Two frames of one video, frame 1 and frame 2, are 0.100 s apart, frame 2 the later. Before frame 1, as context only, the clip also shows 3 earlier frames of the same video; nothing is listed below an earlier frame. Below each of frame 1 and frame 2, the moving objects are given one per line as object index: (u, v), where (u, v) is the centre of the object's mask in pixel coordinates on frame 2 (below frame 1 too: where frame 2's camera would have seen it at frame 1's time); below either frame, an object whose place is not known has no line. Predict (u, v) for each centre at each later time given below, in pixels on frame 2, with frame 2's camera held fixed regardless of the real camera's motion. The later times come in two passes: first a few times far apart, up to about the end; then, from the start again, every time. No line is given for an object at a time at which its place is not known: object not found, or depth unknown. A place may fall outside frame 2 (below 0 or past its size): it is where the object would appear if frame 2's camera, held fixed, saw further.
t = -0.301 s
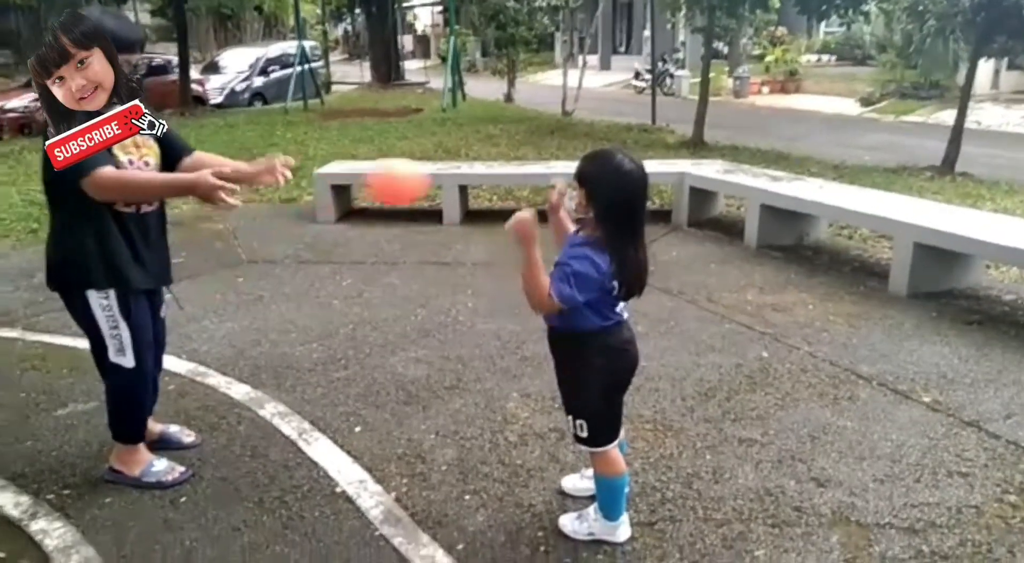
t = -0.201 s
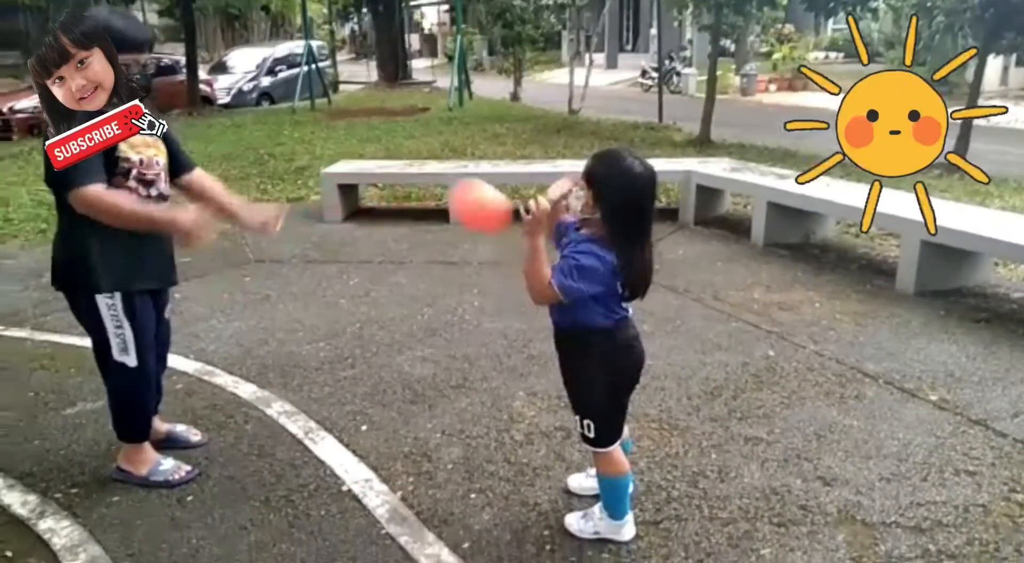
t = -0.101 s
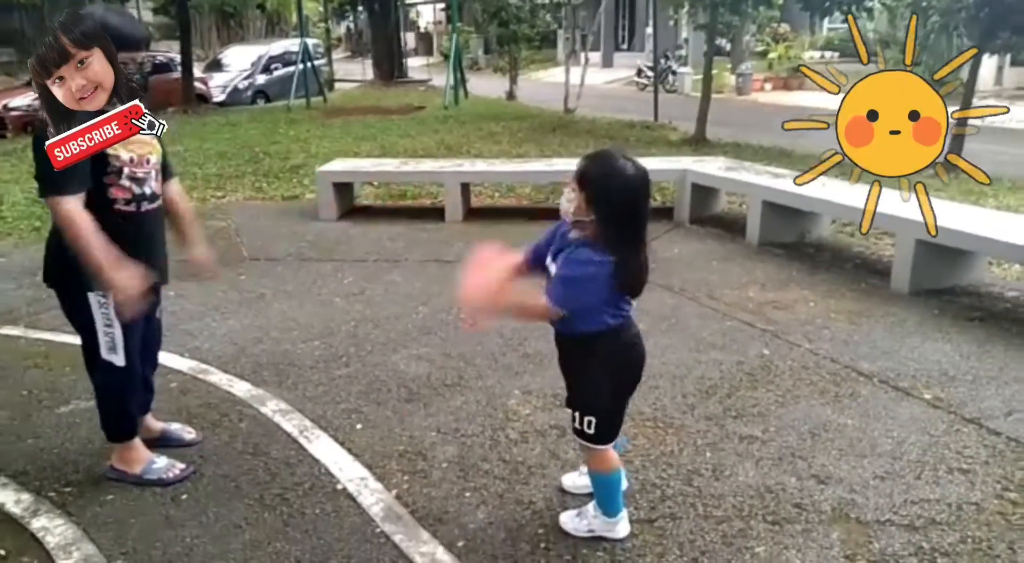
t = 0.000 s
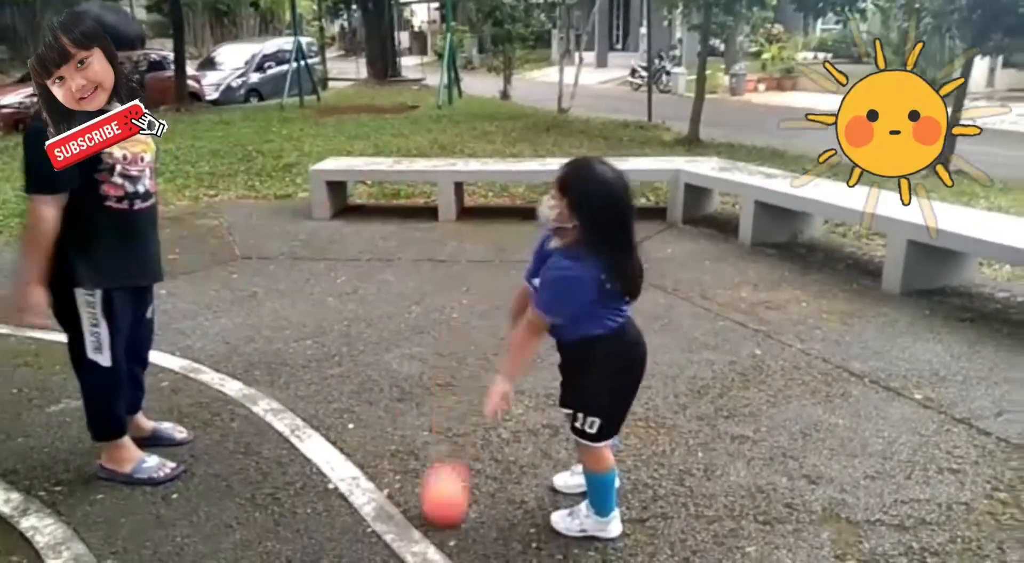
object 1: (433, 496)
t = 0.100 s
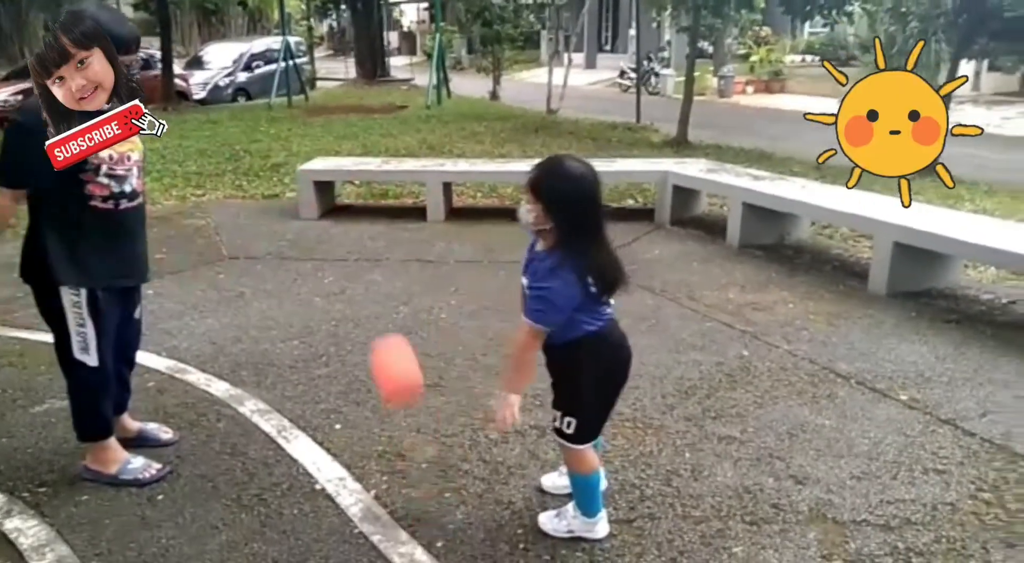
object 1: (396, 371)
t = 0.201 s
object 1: (357, 251)
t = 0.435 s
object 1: (264, 67)
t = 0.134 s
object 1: (383, 329)
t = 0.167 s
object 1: (369, 288)
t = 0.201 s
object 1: (357, 251)
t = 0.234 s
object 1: (343, 214)
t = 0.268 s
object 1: (331, 183)
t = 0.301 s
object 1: (316, 150)
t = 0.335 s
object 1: (304, 124)
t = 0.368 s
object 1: (290, 101)
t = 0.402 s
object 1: (277, 81)
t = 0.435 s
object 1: (264, 67)
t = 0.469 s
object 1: (250, 54)
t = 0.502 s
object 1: (236, 48)
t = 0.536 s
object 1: (222, 48)
